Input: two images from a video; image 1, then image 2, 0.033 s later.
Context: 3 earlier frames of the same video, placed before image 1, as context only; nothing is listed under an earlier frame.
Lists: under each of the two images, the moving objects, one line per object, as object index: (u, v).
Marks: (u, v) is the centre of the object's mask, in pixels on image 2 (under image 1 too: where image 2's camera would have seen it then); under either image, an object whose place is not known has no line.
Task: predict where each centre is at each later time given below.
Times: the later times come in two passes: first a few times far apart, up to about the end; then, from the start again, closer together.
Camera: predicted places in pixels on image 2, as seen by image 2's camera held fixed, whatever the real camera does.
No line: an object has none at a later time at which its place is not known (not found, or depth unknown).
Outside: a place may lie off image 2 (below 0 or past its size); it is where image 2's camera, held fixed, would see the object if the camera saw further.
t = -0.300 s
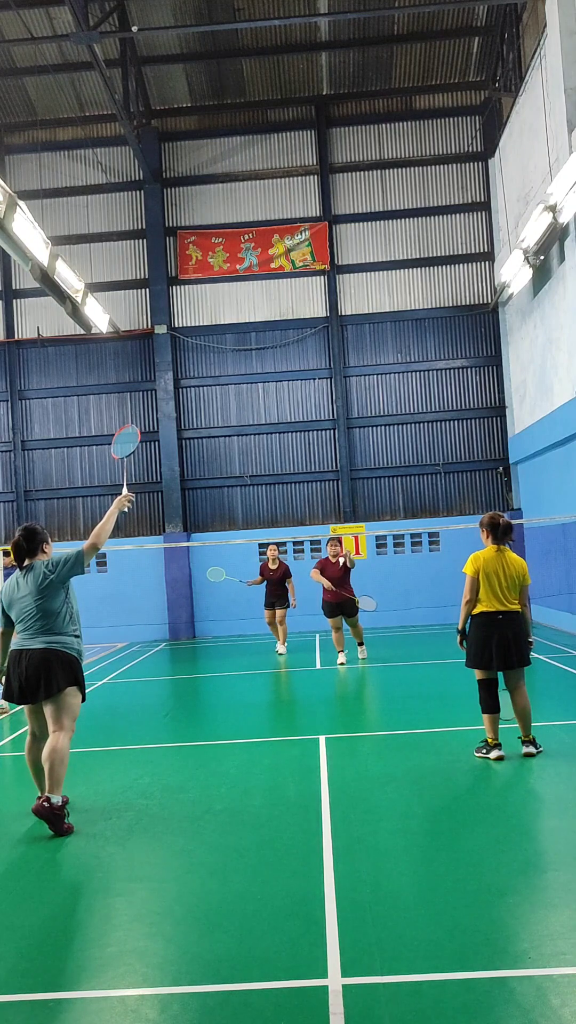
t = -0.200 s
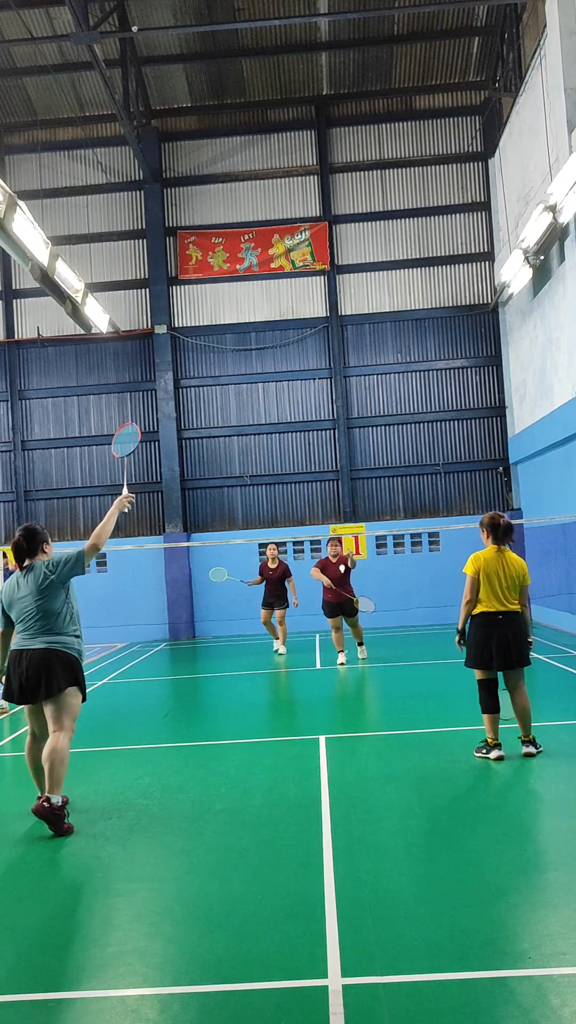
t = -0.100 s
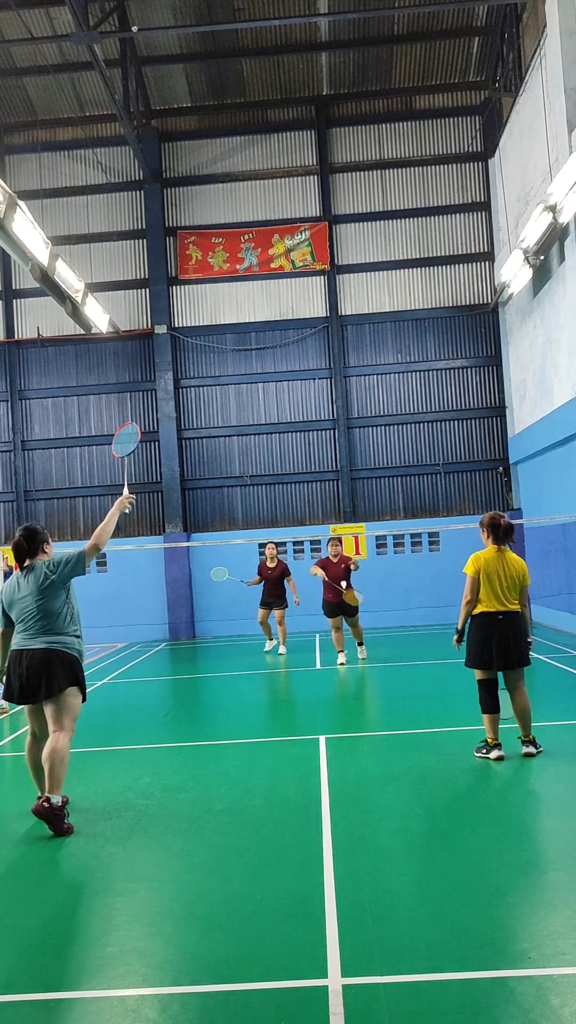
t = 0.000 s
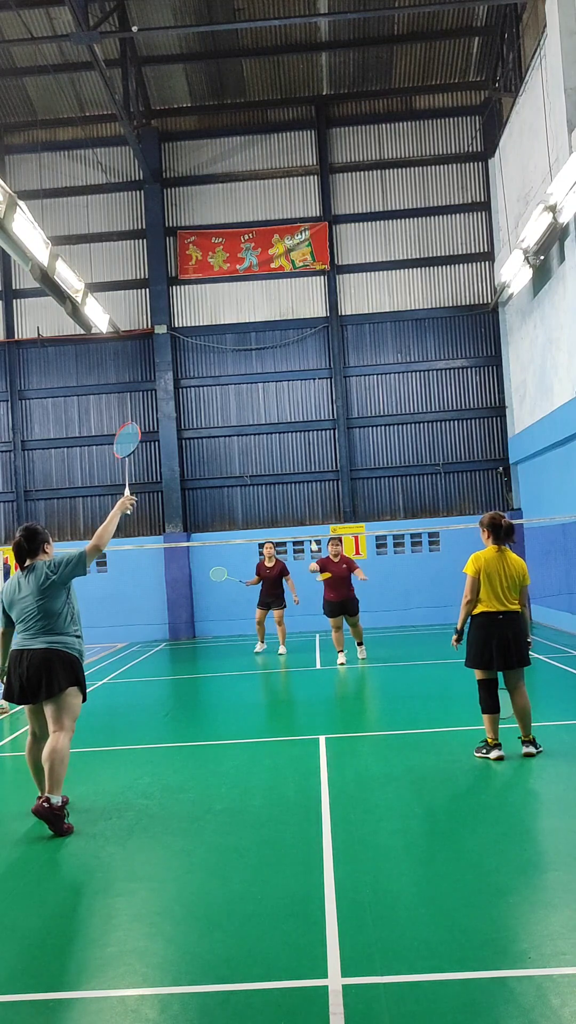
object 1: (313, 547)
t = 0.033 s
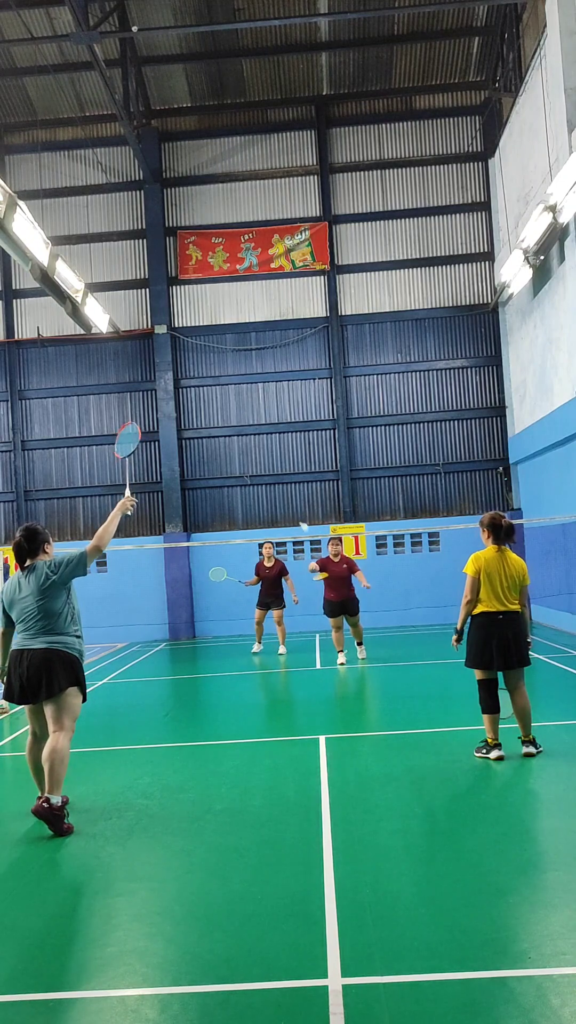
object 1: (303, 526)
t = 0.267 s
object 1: (227, 445)
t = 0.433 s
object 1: (180, 420)
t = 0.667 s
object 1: (113, 437)
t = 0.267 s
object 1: (227, 445)
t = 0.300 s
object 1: (218, 438)
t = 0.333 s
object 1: (208, 432)
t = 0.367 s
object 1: (199, 427)
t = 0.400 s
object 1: (189, 423)
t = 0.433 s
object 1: (180, 420)
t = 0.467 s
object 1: (170, 419)
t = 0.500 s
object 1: (160, 419)
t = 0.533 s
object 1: (151, 420)
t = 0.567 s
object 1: (141, 422)
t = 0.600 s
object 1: (132, 426)
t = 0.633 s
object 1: (122, 431)
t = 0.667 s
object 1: (113, 437)
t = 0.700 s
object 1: (104, 444)
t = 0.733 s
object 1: (95, 453)
